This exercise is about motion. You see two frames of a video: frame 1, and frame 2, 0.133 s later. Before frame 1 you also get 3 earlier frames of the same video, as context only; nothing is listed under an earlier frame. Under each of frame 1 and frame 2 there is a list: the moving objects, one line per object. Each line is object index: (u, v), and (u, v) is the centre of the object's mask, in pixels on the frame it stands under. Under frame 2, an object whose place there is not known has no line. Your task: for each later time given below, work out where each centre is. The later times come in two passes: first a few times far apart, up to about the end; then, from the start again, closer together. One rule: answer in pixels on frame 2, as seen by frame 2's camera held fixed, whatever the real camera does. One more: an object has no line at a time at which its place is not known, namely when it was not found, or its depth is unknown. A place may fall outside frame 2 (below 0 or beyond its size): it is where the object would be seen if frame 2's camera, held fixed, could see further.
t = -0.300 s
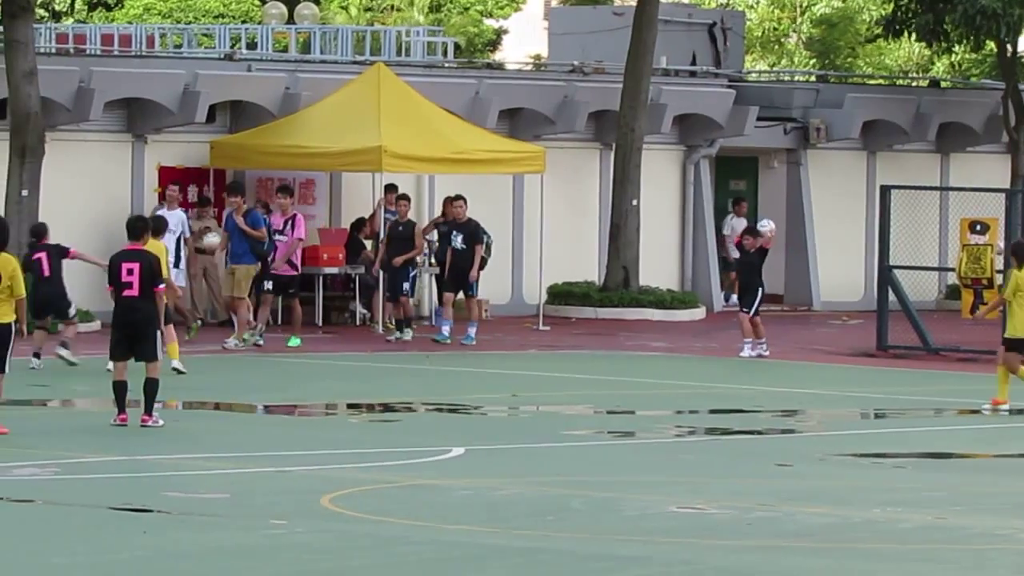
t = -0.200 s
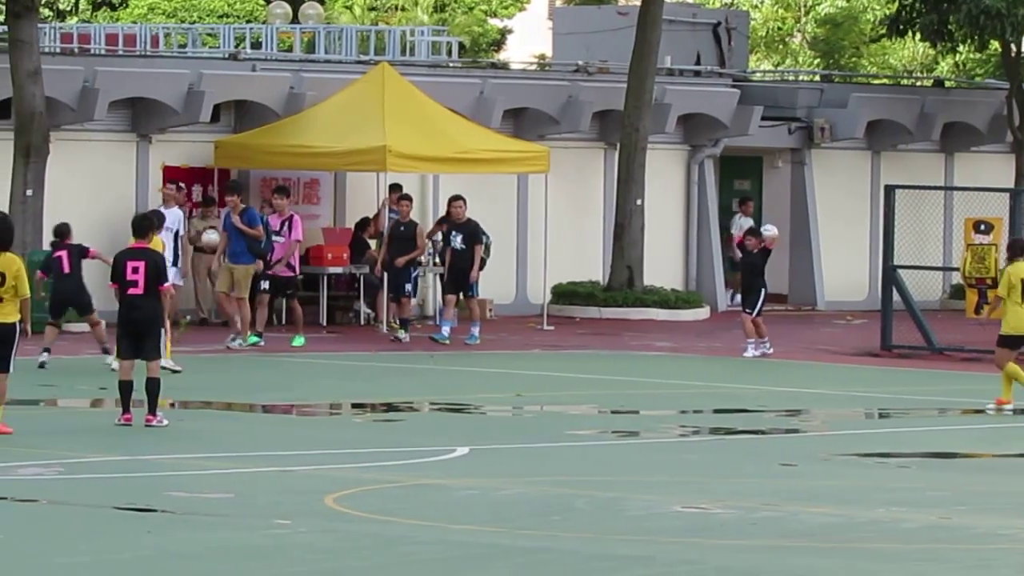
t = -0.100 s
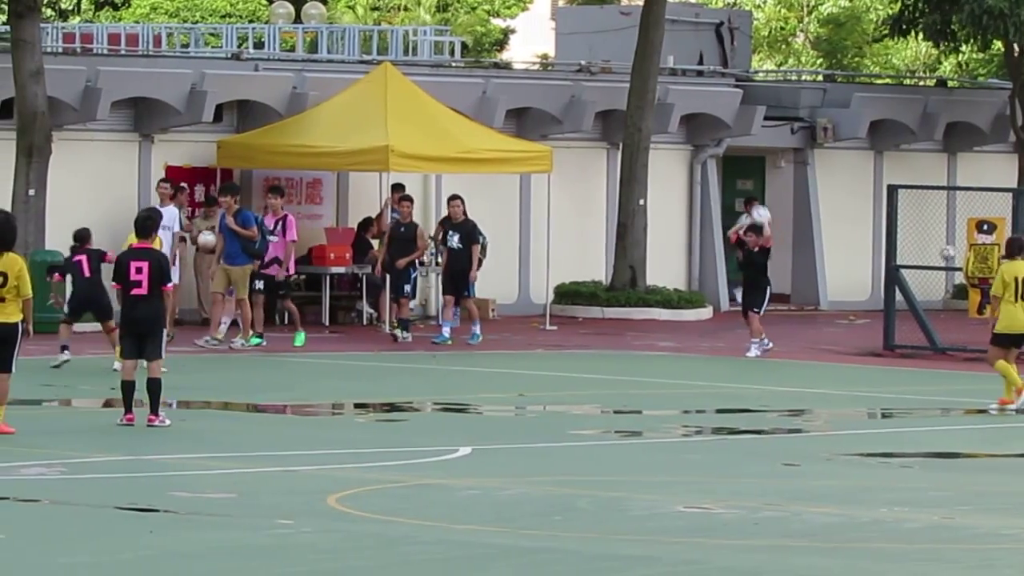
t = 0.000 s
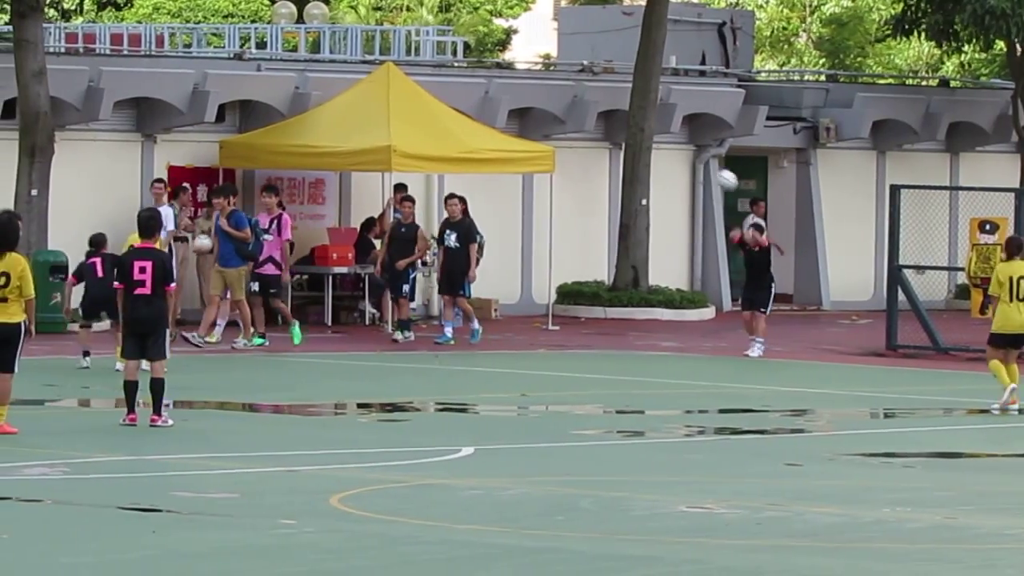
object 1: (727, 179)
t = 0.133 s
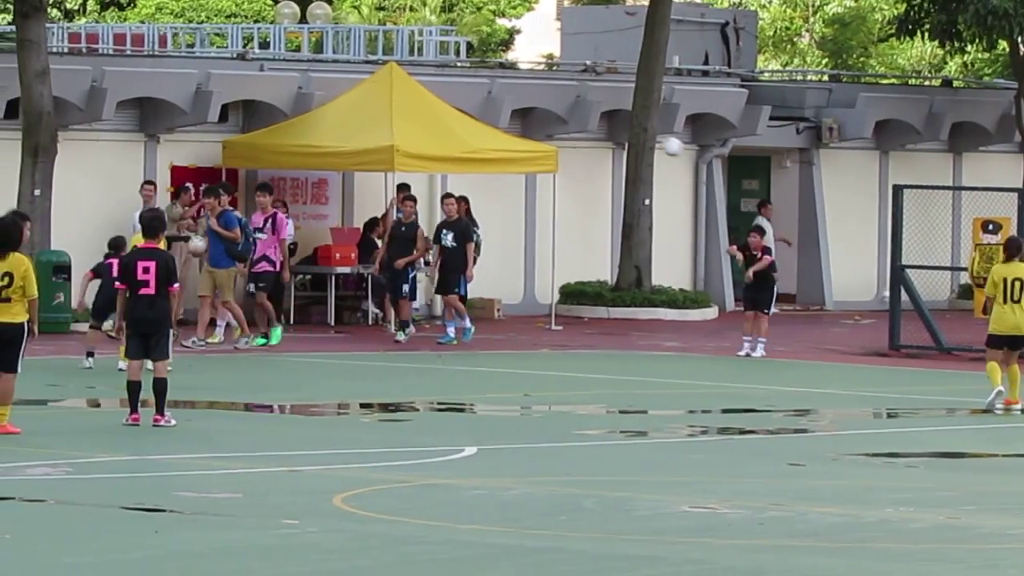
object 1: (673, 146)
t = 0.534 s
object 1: (493, 144)
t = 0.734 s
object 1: (397, 200)
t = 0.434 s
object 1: (540, 129)
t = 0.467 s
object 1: (524, 133)
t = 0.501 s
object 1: (509, 138)
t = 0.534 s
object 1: (493, 144)
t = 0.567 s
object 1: (477, 150)
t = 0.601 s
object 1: (461, 158)
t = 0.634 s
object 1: (446, 167)
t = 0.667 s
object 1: (430, 177)
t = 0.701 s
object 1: (412, 189)
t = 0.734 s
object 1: (397, 200)
